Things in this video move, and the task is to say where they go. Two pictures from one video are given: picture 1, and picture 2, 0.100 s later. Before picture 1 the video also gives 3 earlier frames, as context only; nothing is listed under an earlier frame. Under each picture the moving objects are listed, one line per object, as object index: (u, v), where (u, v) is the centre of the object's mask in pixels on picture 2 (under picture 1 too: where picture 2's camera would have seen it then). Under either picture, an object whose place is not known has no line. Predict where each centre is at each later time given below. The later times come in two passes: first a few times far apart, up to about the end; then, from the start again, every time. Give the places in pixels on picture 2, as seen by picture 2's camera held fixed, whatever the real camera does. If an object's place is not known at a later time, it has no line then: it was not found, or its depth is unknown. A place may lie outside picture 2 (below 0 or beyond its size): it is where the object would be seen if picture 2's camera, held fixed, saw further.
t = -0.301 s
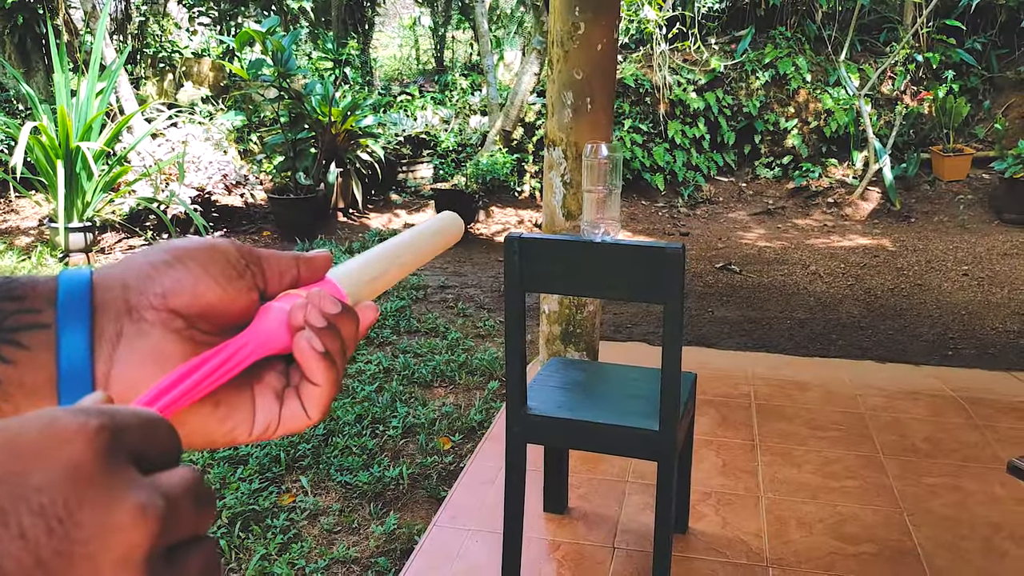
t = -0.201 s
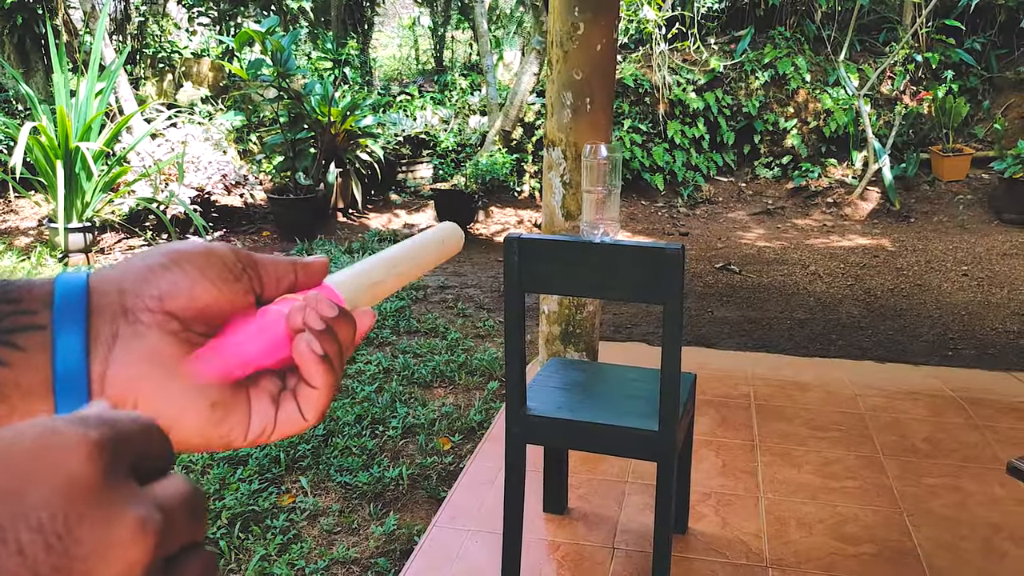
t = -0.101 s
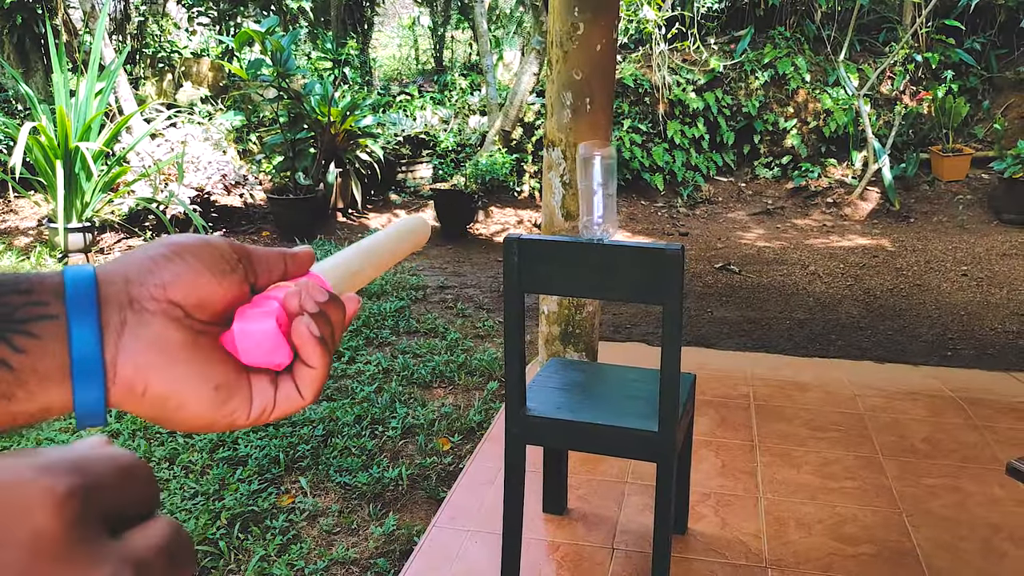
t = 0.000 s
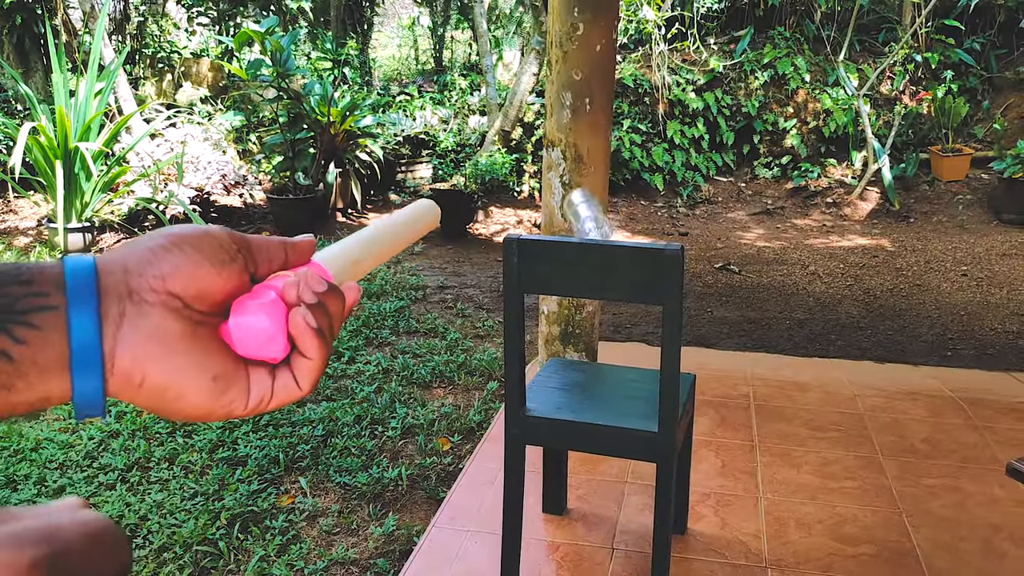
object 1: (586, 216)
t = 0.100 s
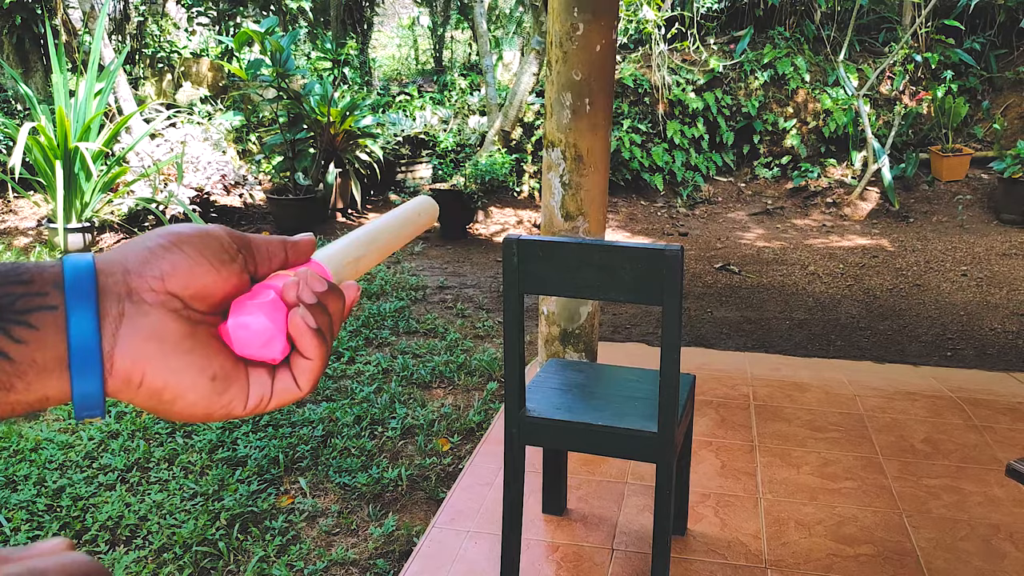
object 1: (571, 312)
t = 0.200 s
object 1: (579, 331)
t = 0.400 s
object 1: (588, 340)
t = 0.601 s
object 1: (595, 331)
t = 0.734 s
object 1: (594, 357)
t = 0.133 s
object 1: (574, 328)
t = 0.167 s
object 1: (575, 339)
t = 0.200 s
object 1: (579, 331)
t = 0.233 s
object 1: (581, 328)
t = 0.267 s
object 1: (585, 327)
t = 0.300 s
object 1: (587, 327)
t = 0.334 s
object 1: (587, 331)
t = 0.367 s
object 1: (586, 341)
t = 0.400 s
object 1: (588, 340)
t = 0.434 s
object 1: (586, 334)
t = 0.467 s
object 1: (588, 330)
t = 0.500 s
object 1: (592, 326)
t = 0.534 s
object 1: (594, 325)
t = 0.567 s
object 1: (595, 327)
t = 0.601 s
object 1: (595, 331)
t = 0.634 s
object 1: (597, 333)
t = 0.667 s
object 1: (598, 340)
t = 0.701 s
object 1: (599, 349)
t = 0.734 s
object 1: (594, 357)
